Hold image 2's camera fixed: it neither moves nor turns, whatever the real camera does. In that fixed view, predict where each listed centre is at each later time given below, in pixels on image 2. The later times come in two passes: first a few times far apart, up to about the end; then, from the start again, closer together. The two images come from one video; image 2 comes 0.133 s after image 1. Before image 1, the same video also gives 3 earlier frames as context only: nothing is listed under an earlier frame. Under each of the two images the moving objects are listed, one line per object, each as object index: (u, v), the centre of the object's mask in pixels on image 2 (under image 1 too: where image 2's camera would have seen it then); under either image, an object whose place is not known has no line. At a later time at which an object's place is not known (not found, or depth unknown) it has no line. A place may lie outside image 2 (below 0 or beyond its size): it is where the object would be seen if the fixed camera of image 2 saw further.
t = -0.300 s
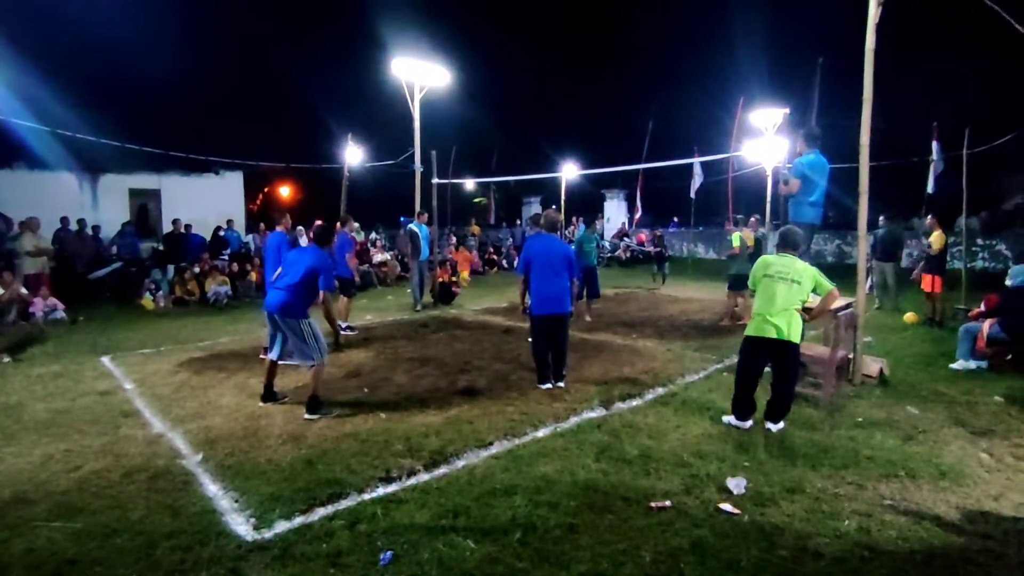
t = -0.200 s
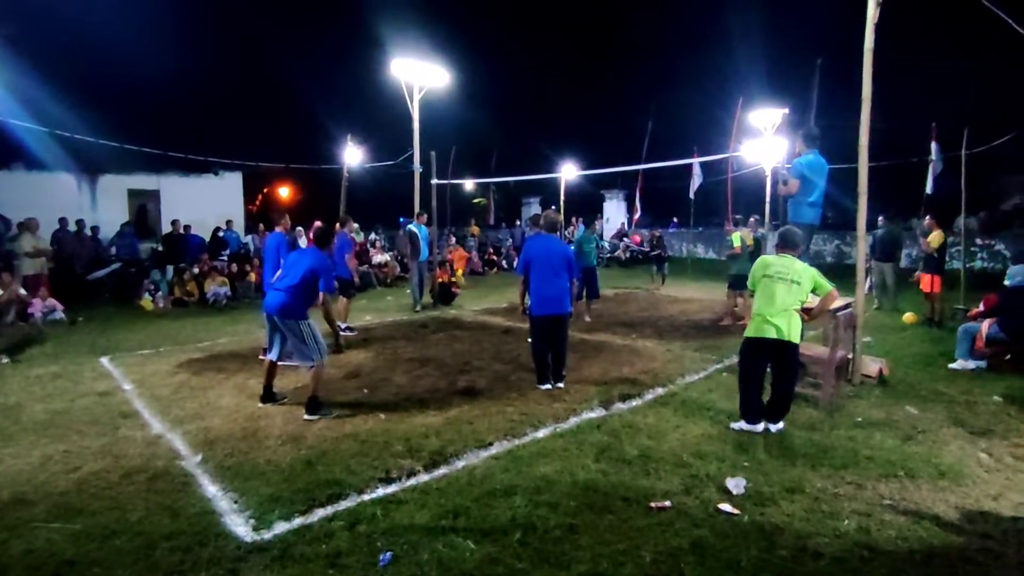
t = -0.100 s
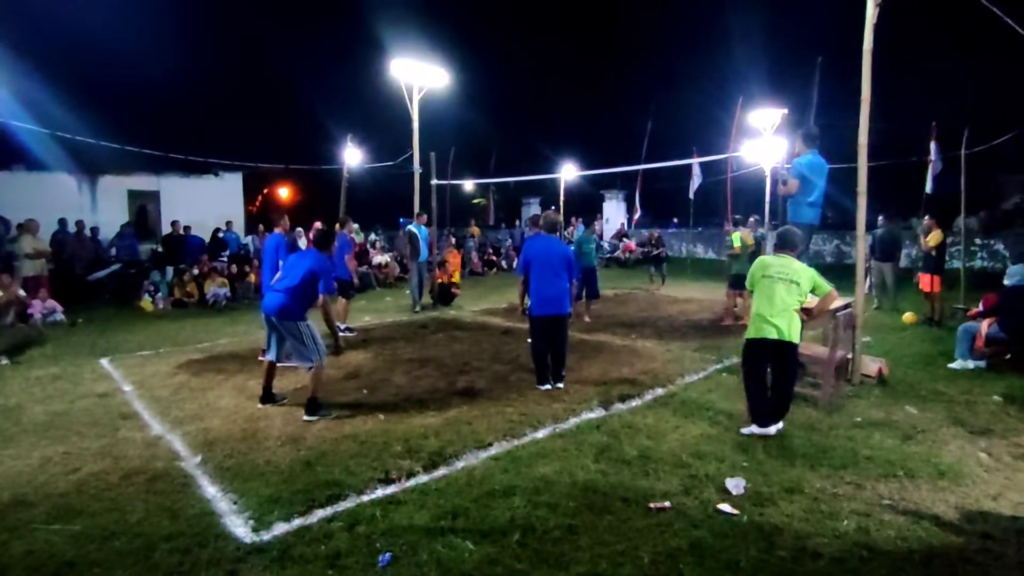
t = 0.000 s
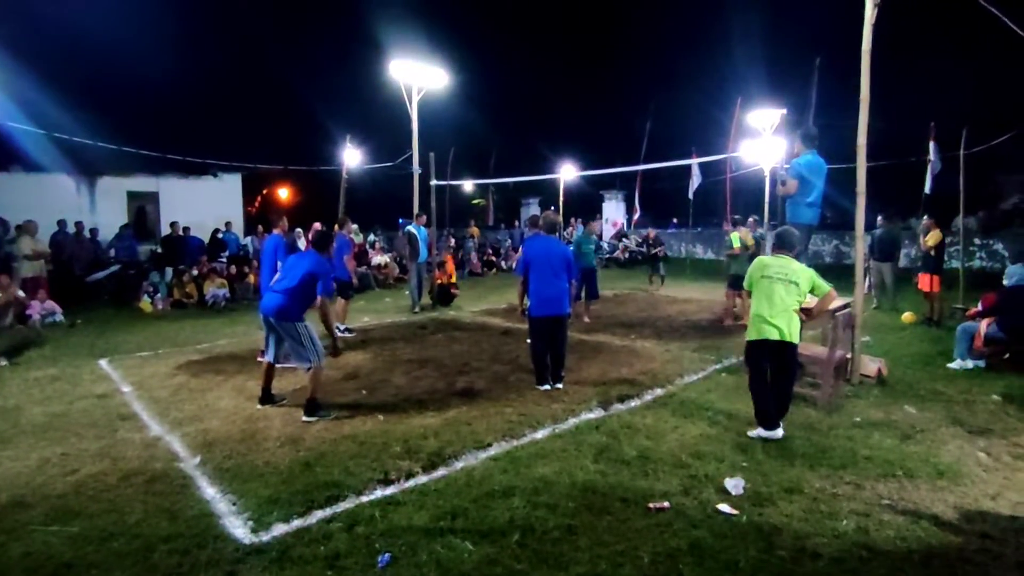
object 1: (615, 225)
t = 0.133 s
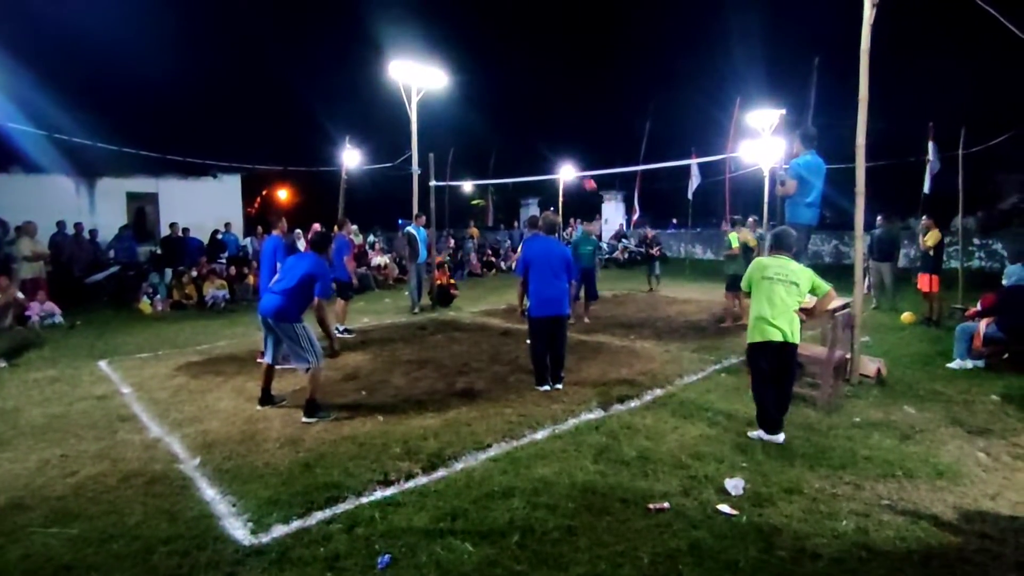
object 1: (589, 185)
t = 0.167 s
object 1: (583, 175)
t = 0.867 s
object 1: (390, 93)
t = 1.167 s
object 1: (275, 173)
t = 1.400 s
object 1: (173, 306)
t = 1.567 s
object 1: (90, 347)
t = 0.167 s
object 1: (583, 175)
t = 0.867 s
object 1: (390, 93)
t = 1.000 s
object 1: (341, 117)
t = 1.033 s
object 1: (329, 126)
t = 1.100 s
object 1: (302, 147)
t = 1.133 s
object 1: (289, 159)
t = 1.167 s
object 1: (275, 173)
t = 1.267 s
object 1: (232, 221)
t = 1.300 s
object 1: (216, 242)
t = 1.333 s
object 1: (203, 260)
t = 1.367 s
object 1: (188, 284)
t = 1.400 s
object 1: (173, 306)
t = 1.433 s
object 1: (157, 333)
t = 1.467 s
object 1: (144, 359)
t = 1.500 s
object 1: (129, 376)
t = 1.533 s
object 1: (109, 359)
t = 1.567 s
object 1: (90, 347)
